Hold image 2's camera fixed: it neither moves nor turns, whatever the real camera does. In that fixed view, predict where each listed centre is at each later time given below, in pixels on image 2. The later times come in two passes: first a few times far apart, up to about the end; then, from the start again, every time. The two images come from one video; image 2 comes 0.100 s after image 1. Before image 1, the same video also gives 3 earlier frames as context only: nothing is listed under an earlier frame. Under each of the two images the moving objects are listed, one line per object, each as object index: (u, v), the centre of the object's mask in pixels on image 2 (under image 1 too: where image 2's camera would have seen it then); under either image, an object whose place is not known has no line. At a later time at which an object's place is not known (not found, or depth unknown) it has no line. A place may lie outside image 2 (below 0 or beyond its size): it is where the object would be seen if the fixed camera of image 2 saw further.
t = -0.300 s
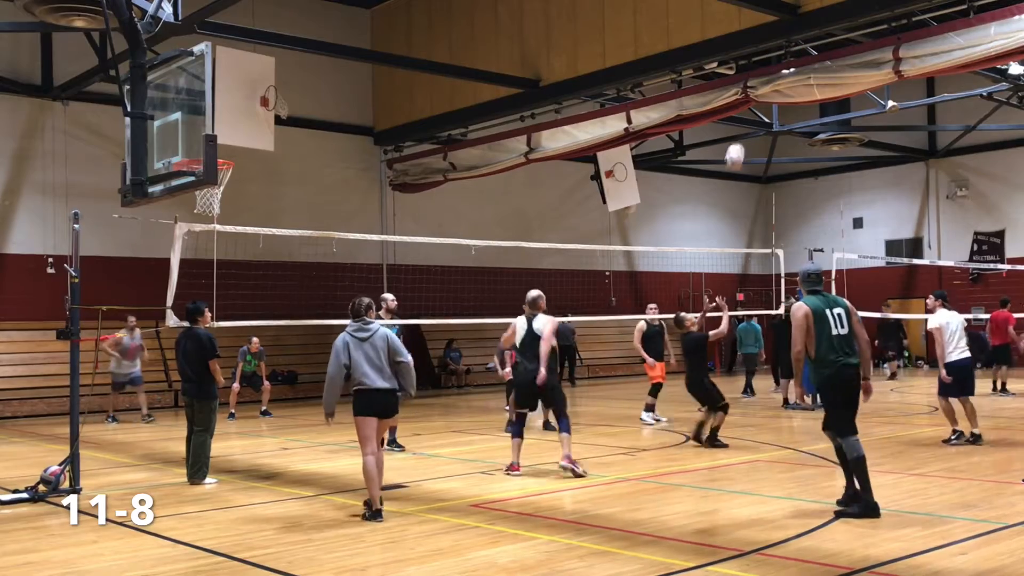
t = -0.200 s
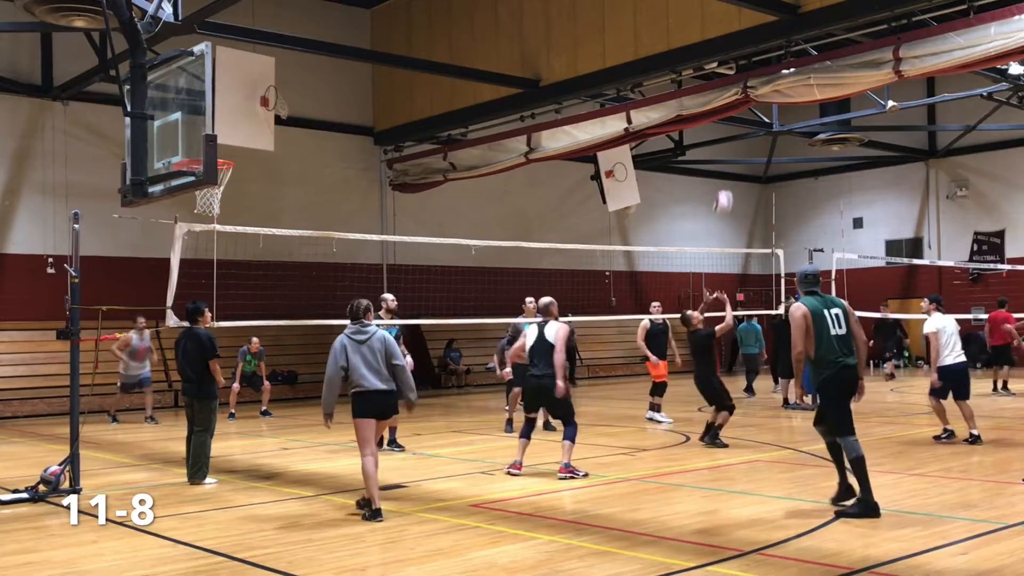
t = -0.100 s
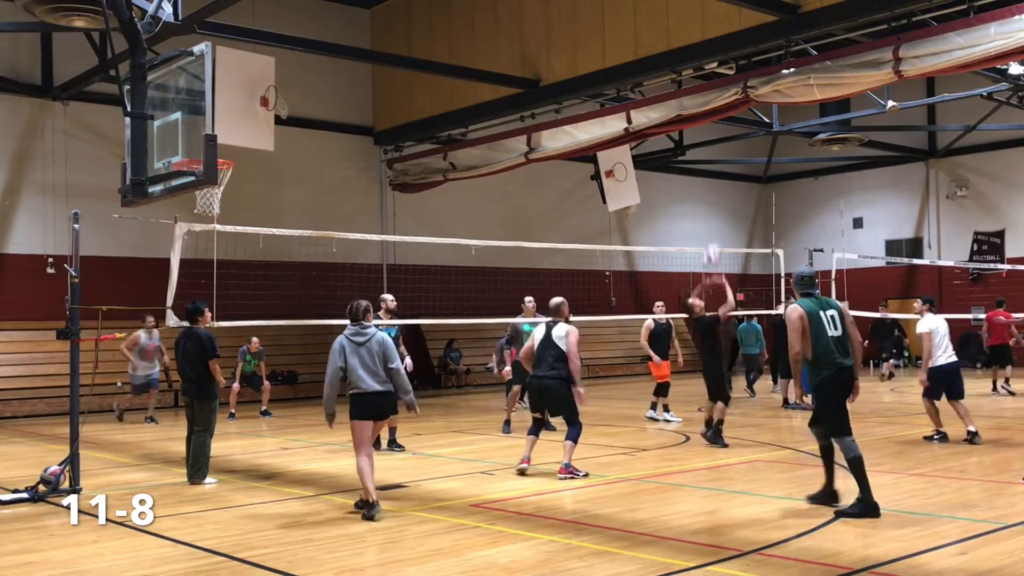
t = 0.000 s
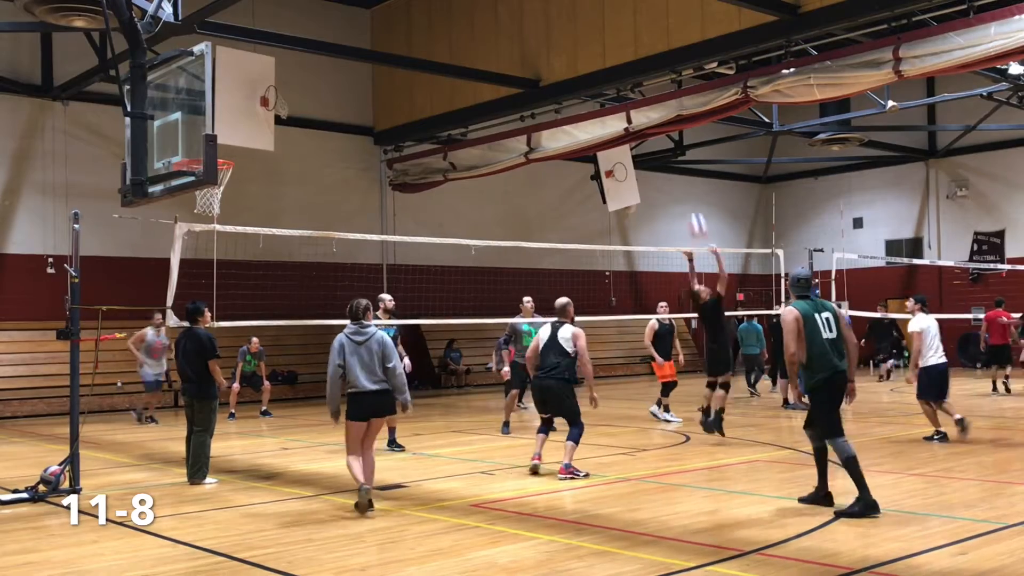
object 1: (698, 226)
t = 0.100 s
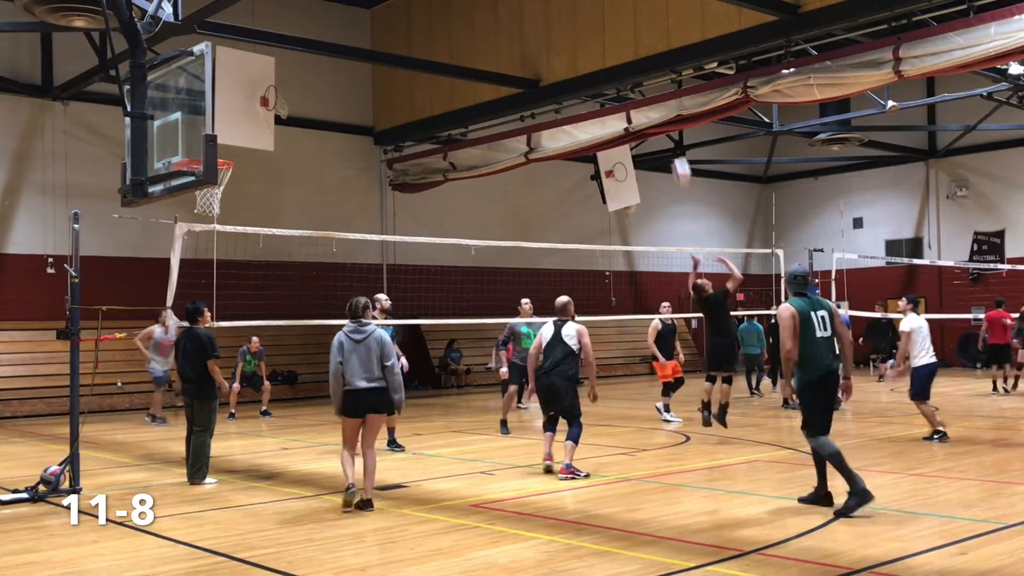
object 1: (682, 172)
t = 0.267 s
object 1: (657, 96)
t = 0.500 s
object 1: (626, 38)
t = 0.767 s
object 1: (592, 28)
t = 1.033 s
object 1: (560, 78)
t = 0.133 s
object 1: (676, 155)
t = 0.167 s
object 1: (671, 139)
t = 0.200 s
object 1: (667, 124)
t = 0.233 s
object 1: (662, 109)
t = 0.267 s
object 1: (657, 96)
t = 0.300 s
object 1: (653, 87)
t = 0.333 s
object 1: (648, 76)
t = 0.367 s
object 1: (644, 67)
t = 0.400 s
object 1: (639, 58)
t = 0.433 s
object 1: (635, 51)
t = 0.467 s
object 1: (630, 44)
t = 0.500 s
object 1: (626, 38)
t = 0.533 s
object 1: (622, 33)
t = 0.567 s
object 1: (617, 30)
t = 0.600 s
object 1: (613, 27)
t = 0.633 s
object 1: (608, 25)
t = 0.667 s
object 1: (604, 25)
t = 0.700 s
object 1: (600, 25)
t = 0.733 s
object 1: (596, 26)
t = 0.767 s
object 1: (592, 28)
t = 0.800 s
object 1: (588, 31)
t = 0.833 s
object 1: (584, 34)
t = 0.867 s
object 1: (579, 40)
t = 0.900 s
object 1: (575, 45)
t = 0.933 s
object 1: (571, 52)
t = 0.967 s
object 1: (568, 60)
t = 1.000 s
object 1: (564, 69)
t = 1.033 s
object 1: (560, 78)
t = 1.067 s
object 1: (556, 89)
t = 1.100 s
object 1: (552, 101)
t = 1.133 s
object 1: (548, 113)
